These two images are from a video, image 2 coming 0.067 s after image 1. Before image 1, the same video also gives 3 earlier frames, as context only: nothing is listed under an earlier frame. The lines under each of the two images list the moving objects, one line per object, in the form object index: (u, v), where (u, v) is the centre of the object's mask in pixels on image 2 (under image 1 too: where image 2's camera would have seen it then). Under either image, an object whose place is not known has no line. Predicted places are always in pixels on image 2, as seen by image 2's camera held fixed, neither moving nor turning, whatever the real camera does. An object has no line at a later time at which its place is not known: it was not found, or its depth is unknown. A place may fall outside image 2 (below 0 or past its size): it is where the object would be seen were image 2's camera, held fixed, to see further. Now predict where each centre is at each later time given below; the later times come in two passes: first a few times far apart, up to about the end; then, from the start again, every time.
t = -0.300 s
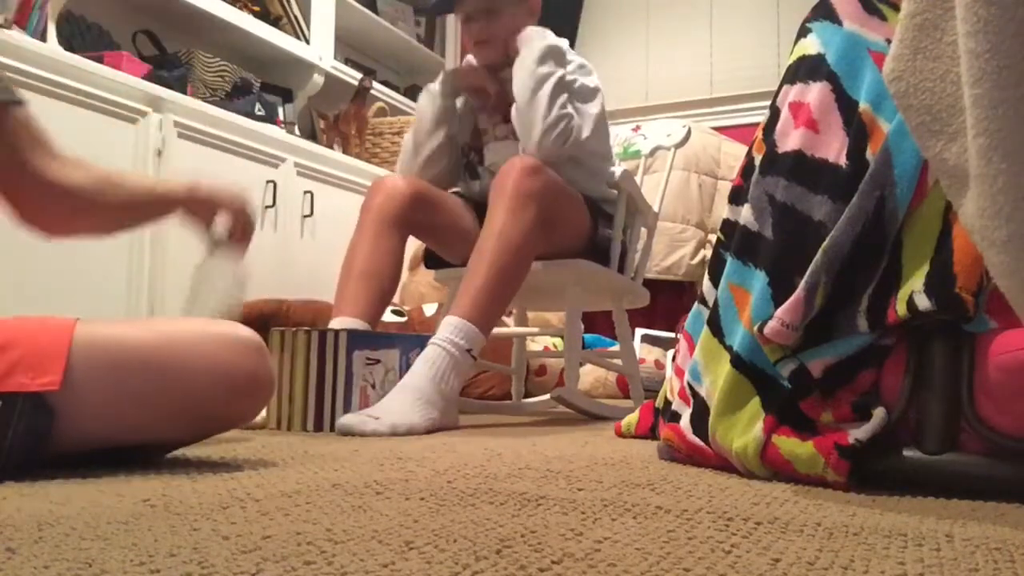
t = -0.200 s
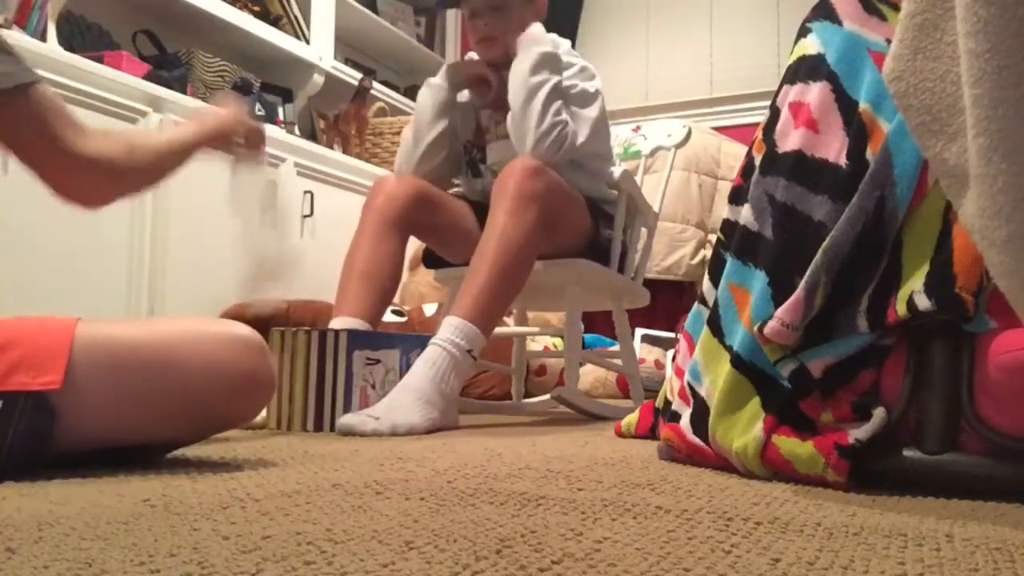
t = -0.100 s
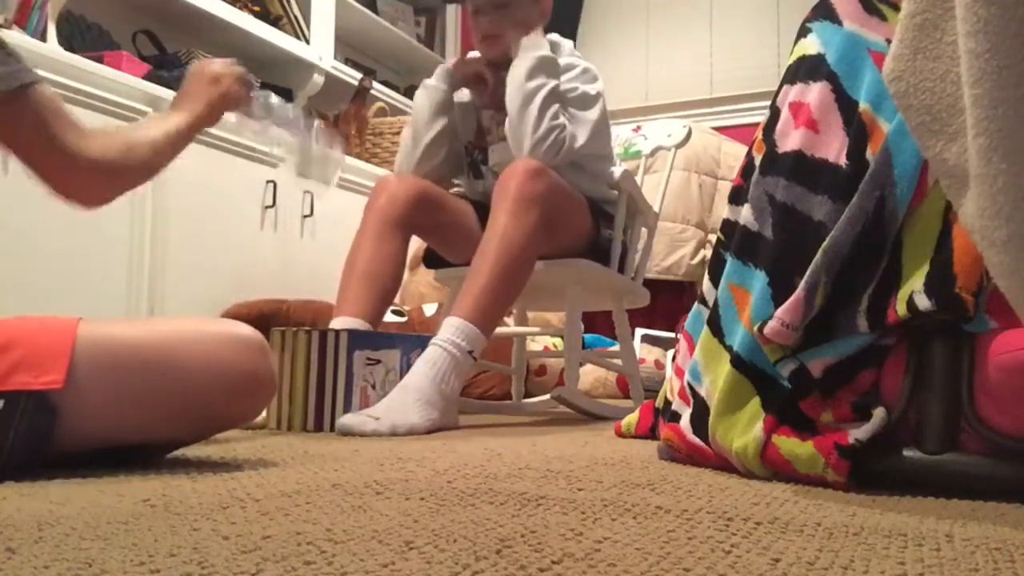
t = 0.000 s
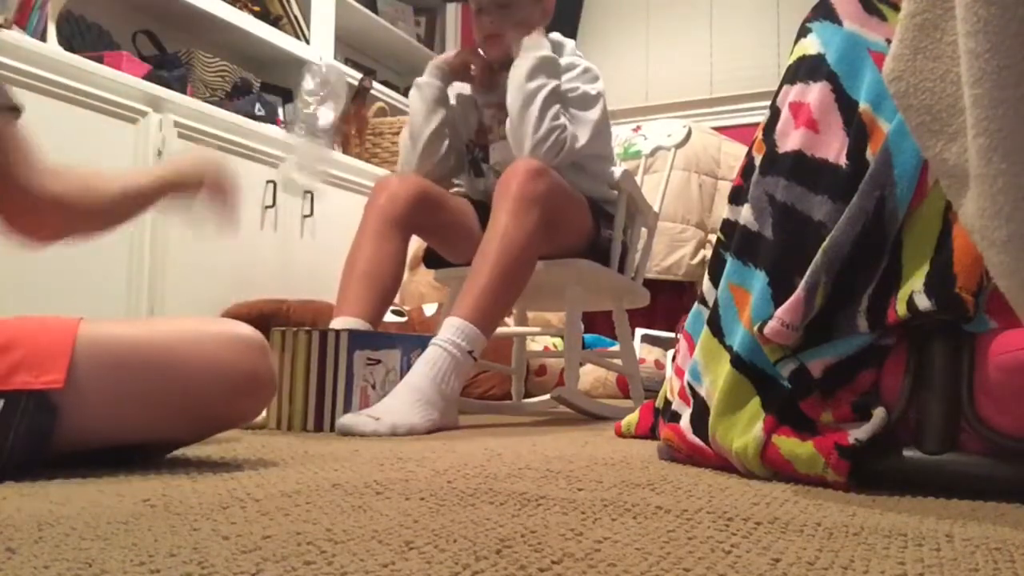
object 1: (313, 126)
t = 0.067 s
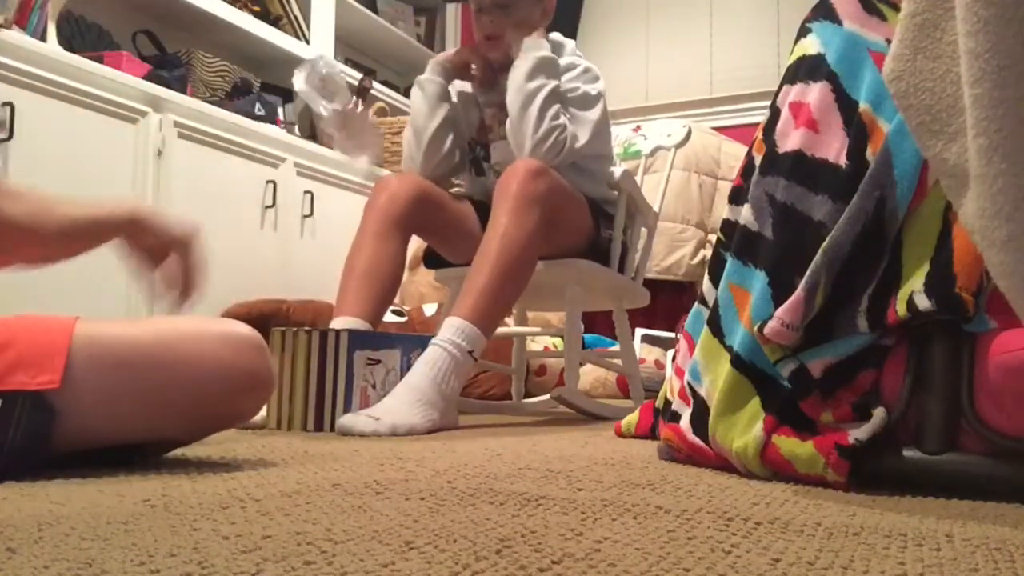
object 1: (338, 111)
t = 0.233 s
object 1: (329, 177)
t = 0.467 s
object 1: (327, 264)
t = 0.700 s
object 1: (327, 264)
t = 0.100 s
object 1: (341, 109)
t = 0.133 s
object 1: (337, 110)
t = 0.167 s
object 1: (336, 118)
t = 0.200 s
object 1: (335, 138)
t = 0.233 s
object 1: (329, 177)
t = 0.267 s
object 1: (323, 225)
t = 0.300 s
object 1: (321, 261)
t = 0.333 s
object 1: (322, 264)
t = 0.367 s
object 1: (325, 264)
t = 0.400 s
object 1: (326, 264)
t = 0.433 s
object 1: (326, 264)
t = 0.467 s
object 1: (327, 264)
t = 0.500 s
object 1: (327, 264)
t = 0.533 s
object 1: (327, 264)
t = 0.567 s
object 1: (327, 264)
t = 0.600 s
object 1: (327, 264)
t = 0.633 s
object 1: (327, 264)
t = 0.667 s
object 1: (327, 264)
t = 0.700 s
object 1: (327, 264)
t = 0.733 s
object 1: (327, 264)
